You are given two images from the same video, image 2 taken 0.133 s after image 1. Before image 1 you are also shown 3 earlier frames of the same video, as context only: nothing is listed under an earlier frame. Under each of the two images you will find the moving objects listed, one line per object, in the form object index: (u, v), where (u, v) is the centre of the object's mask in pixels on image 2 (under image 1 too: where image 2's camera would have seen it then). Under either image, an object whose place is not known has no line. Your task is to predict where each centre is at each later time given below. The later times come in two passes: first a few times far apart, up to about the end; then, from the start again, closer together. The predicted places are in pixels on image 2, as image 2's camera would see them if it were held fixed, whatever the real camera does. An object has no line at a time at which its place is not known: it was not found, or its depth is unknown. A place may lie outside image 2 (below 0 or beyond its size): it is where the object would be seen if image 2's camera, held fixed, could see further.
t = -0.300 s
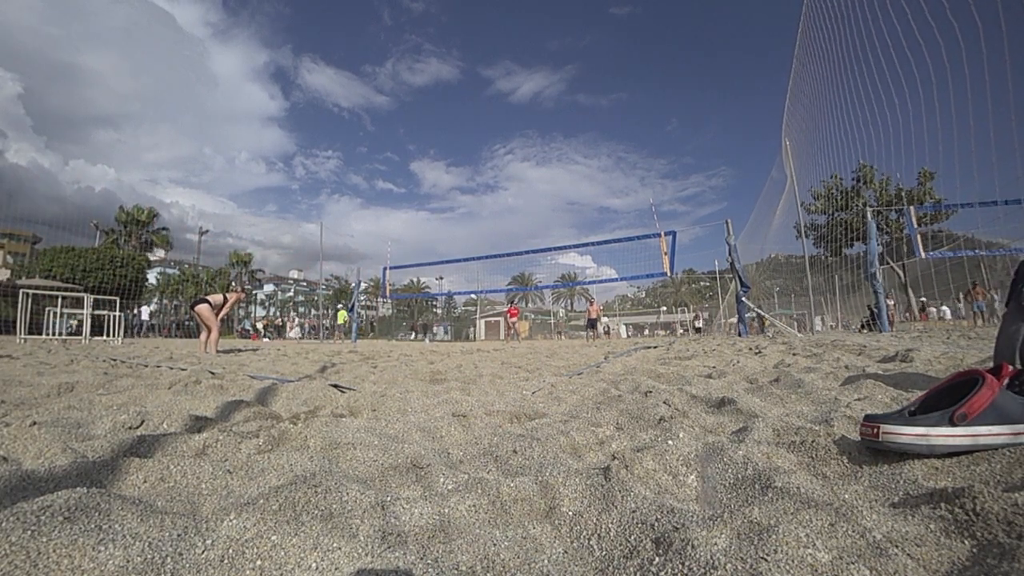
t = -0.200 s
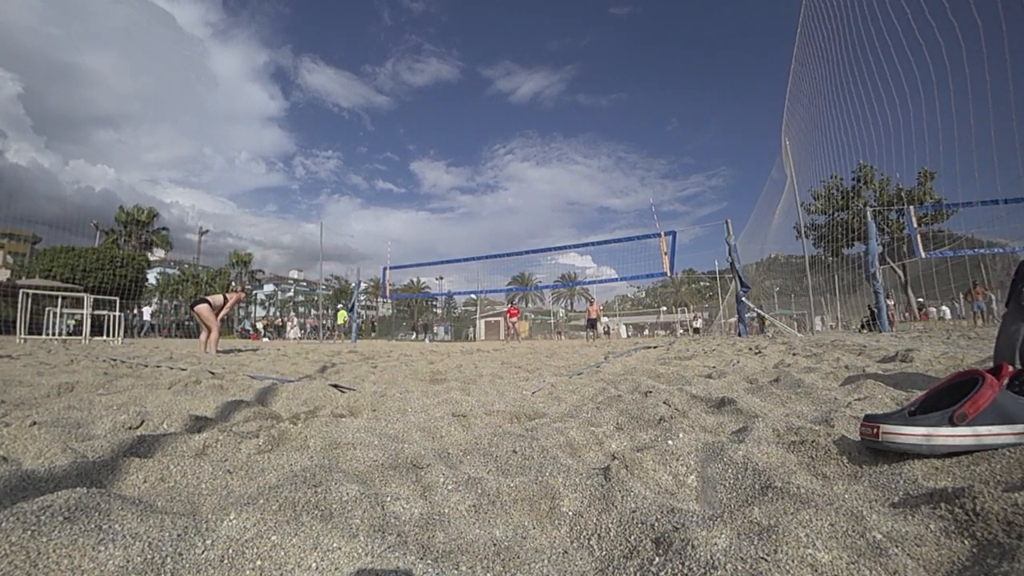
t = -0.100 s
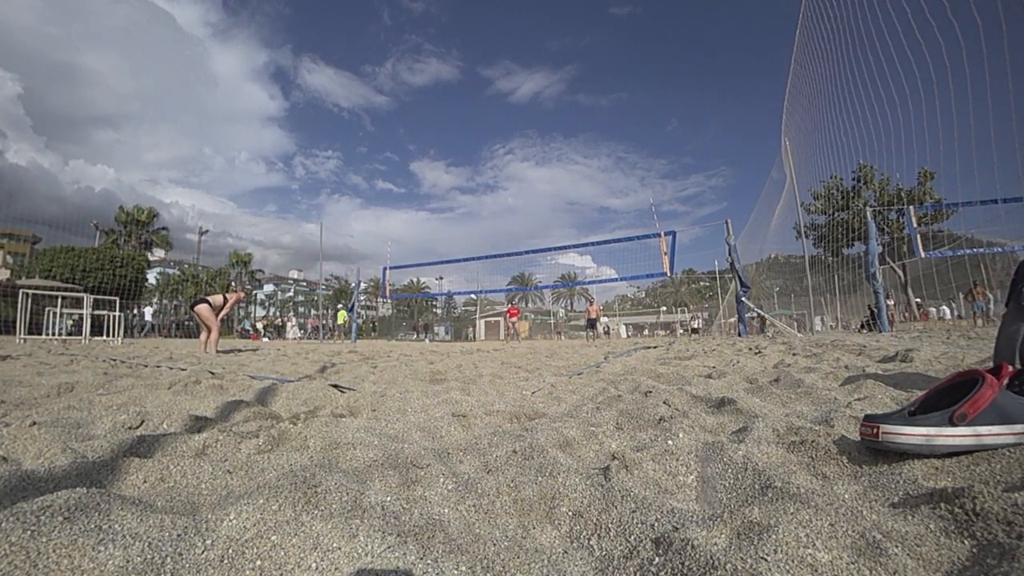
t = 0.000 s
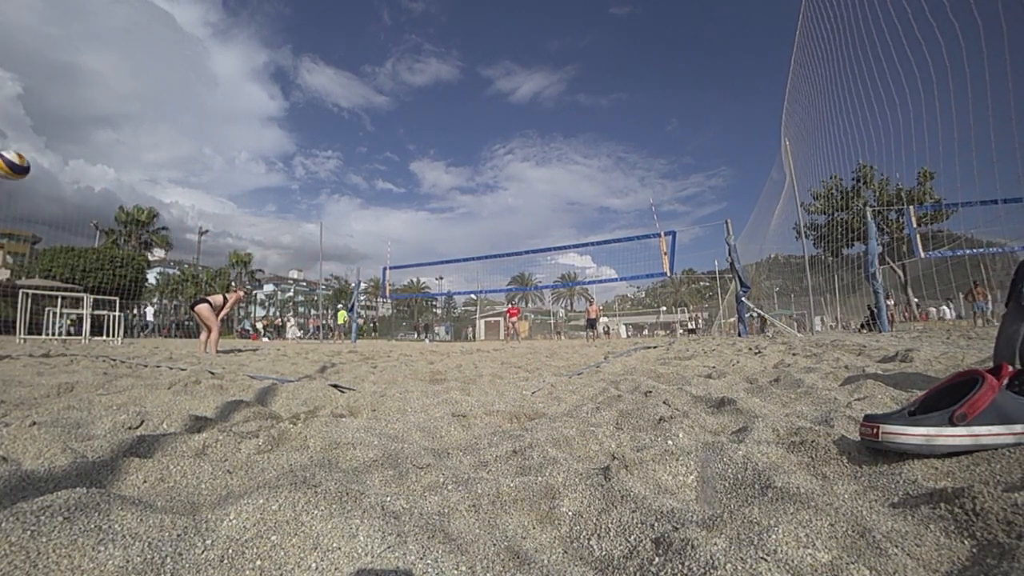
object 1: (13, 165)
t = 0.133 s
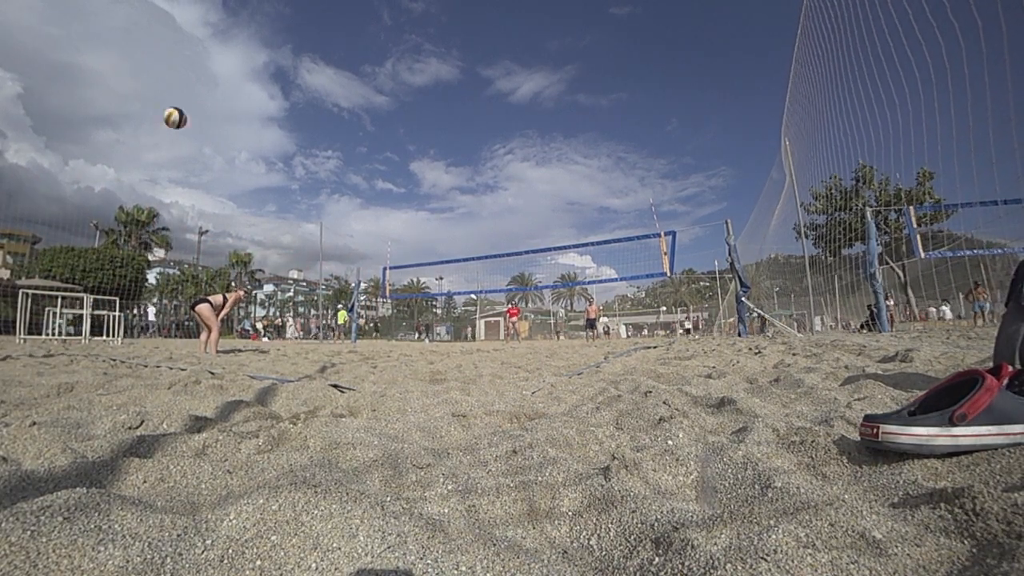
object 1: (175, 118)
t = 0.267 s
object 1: (270, 107)
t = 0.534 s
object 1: (371, 127)
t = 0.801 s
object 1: (425, 167)
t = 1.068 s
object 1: (457, 217)
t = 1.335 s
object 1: (478, 274)
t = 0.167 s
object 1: (203, 113)
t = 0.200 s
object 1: (228, 109)
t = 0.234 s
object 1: (250, 108)
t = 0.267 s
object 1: (270, 107)
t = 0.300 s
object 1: (287, 107)
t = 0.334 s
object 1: (303, 109)
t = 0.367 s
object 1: (317, 109)
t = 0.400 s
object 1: (330, 112)
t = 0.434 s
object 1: (341, 115)
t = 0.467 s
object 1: (353, 118)
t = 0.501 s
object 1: (363, 122)
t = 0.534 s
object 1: (371, 127)
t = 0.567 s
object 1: (380, 131)
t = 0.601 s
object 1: (388, 134)
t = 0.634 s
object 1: (395, 140)
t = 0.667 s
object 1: (402, 145)
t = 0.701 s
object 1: (408, 150)
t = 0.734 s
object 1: (414, 155)
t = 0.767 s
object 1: (419, 161)
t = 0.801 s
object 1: (425, 167)
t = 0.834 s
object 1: (429, 173)
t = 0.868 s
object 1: (434, 179)
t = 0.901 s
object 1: (438, 185)
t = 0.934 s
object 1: (442, 191)
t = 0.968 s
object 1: (446, 197)
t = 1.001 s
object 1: (450, 204)
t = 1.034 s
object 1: (453, 210)
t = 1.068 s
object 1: (457, 217)
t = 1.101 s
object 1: (460, 224)
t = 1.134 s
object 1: (463, 231)
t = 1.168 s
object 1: (465, 238)
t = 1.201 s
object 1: (468, 245)
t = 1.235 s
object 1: (471, 252)
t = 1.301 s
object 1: (476, 267)
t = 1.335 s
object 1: (478, 274)
